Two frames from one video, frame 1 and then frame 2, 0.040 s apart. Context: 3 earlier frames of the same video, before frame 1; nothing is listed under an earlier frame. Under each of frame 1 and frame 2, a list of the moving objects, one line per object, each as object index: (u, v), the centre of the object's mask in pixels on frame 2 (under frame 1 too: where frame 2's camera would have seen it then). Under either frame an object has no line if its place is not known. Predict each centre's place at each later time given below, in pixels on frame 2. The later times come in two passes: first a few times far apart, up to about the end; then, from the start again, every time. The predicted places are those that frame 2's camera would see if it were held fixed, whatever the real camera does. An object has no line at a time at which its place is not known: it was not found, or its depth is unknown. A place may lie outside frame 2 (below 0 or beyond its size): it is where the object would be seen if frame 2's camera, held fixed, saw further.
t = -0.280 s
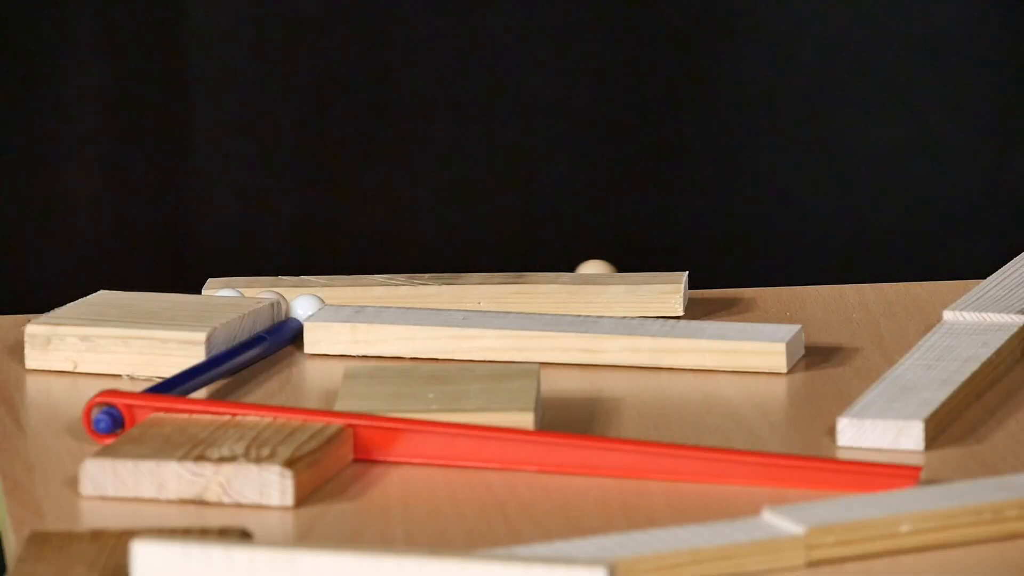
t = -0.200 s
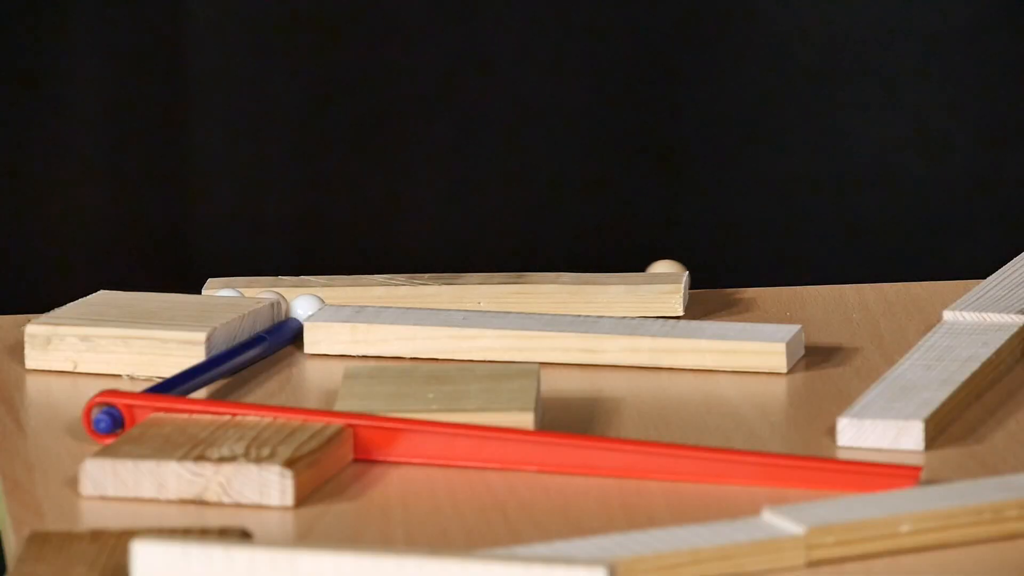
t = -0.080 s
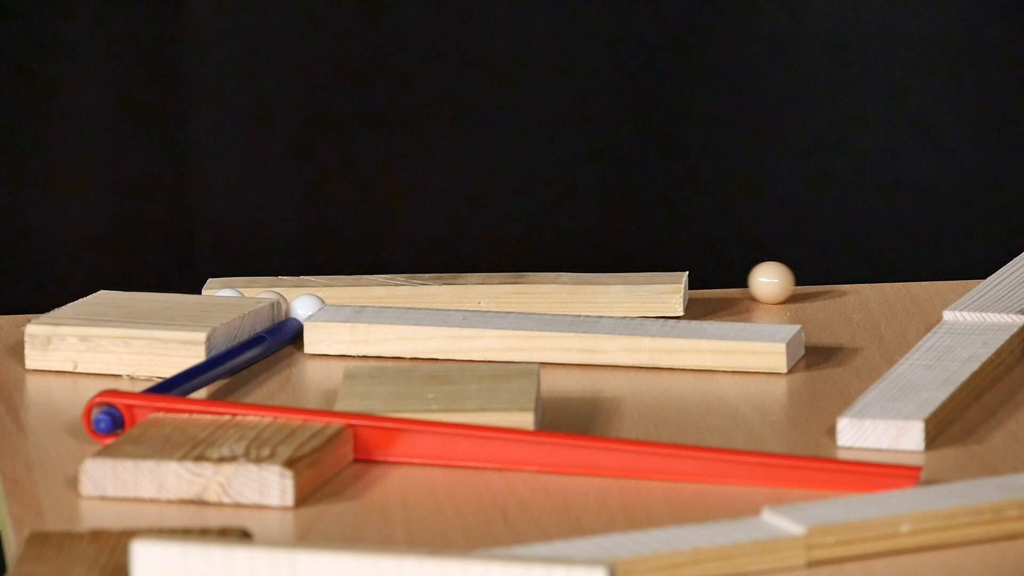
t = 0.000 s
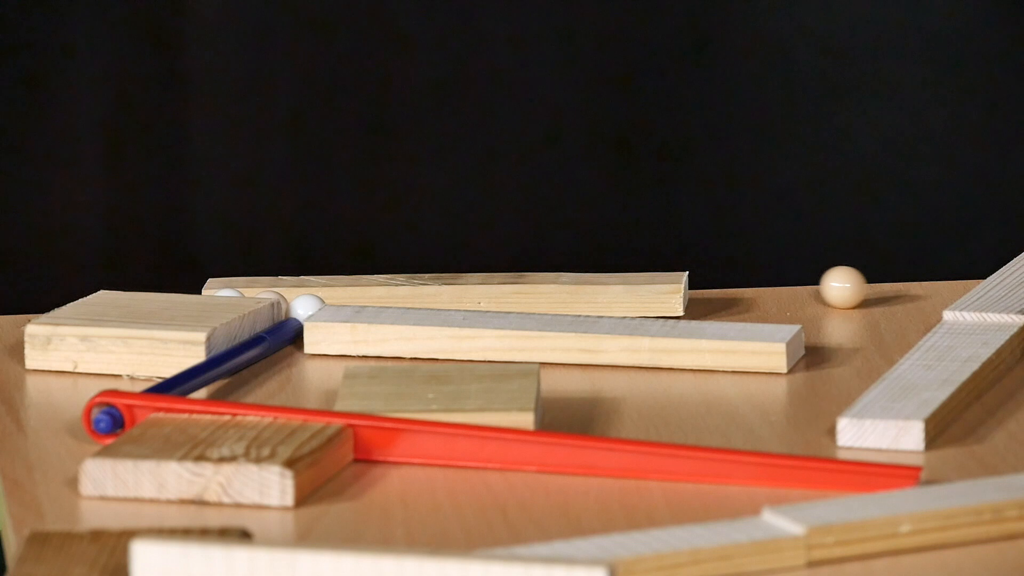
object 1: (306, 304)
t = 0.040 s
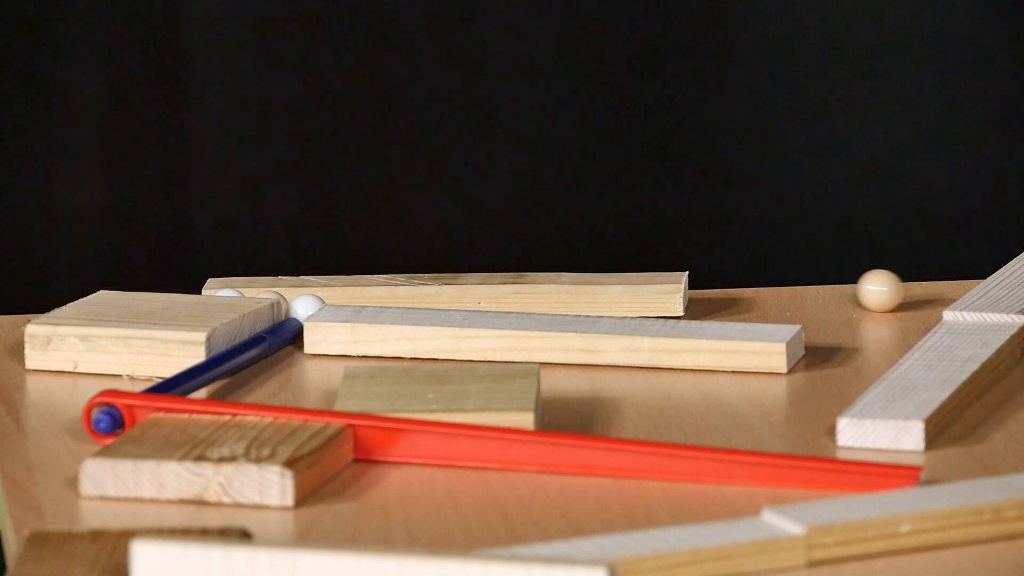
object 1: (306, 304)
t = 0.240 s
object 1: (306, 304)
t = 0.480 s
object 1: (306, 304)
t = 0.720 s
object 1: (306, 304)
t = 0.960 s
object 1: (315, 301)
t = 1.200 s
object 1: (363, 300)
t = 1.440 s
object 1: (431, 303)
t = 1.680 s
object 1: (526, 307)
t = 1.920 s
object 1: (650, 312)
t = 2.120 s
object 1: (773, 317)
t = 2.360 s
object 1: (907, 331)
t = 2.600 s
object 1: (893, 346)
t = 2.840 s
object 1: (853, 383)
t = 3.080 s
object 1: (787, 441)
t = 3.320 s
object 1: (814, 447)
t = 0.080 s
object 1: (306, 304)
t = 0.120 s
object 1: (306, 304)
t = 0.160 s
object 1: (306, 304)
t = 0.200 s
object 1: (306, 304)
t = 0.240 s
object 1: (306, 304)
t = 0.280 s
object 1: (306, 304)
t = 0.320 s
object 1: (306, 304)
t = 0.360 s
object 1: (306, 304)
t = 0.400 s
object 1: (306, 304)
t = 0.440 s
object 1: (306, 304)
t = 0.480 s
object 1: (306, 304)
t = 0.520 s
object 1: (306, 304)
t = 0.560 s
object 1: (306, 304)
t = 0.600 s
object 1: (306, 304)
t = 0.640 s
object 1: (306, 304)
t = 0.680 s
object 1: (306, 304)
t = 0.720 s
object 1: (306, 304)
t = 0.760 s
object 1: (306, 304)
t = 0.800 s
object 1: (306, 304)
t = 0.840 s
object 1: (306, 304)
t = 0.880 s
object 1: (306, 304)
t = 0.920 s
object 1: (310, 303)
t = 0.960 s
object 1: (315, 301)
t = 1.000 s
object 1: (321, 301)
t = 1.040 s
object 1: (329, 299)
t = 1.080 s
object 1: (338, 299)
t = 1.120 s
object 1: (346, 299)
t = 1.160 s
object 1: (354, 299)
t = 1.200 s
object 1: (363, 300)
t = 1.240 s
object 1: (373, 300)
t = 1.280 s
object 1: (383, 301)
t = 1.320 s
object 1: (394, 301)
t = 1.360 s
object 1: (406, 302)
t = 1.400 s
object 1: (418, 302)
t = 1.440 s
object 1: (431, 303)
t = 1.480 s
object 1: (445, 303)
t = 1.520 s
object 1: (459, 304)
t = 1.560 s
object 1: (475, 304)
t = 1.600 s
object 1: (491, 305)
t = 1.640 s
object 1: (508, 306)
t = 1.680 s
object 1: (526, 307)
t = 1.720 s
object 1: (545, 307)
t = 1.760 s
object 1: (565, 308)
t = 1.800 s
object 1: (585, 309)
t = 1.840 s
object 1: (606, 310)
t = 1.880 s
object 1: (628, 311)
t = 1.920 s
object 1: (650, 312)
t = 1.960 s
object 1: (674, 313)
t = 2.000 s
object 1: (697, 313)
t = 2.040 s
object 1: (721, 314)
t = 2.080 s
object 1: (747, 316)
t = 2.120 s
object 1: (773, 317)
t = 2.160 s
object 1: (806, 326)
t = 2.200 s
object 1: (828, 330)
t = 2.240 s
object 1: (855, 330)
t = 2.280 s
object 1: (883, 331)
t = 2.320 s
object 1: (909, 330)
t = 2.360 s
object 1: (907, 331)
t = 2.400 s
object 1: (904, 332)
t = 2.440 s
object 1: (901, 334)
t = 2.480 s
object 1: (899, 336)
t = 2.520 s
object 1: (897, 338)
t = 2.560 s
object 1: (895, 342)
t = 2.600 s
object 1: (893, 346)
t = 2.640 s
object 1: (890, 350)
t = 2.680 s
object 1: (884, 355)
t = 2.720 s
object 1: (878, 361)
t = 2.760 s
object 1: (870, 368)
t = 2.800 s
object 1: (862, 375)
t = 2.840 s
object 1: (853, 383)
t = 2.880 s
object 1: (844, 391)
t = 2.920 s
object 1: (833, 401)
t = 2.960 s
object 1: (823, 413)
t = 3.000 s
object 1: (812, 424)
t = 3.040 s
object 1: (799, 435)
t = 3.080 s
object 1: (787, 441)
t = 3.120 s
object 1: (780, 444)
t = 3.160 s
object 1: (787, 444)
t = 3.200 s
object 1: (793, 444)
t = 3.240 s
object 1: (800, 445)
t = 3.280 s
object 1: (806, 446)
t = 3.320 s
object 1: (814, 447)
